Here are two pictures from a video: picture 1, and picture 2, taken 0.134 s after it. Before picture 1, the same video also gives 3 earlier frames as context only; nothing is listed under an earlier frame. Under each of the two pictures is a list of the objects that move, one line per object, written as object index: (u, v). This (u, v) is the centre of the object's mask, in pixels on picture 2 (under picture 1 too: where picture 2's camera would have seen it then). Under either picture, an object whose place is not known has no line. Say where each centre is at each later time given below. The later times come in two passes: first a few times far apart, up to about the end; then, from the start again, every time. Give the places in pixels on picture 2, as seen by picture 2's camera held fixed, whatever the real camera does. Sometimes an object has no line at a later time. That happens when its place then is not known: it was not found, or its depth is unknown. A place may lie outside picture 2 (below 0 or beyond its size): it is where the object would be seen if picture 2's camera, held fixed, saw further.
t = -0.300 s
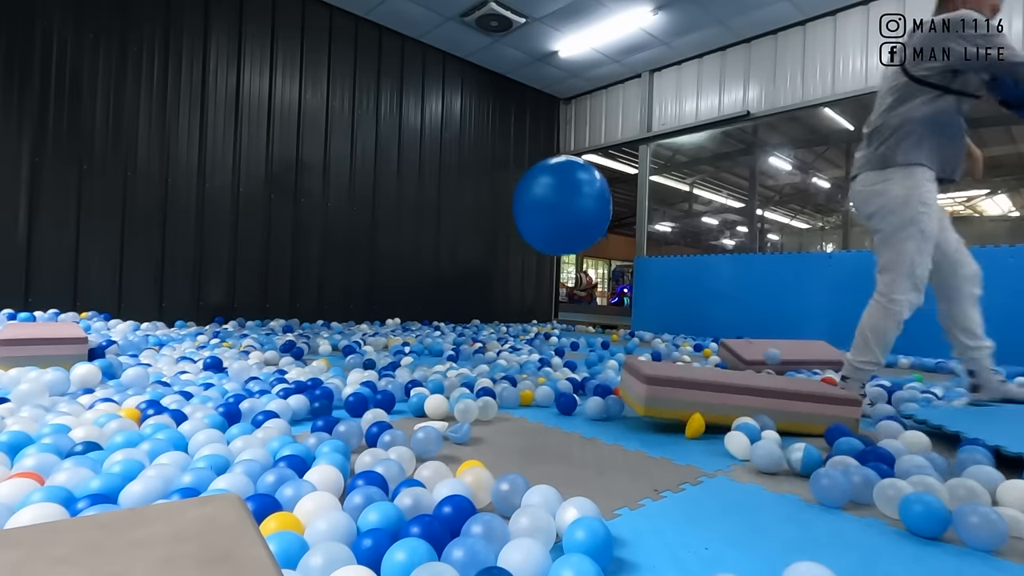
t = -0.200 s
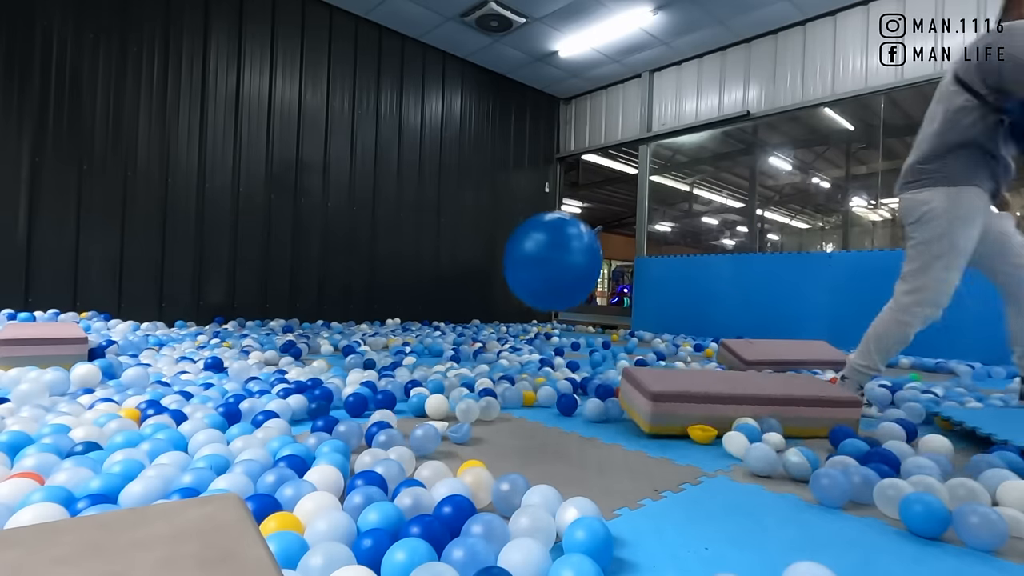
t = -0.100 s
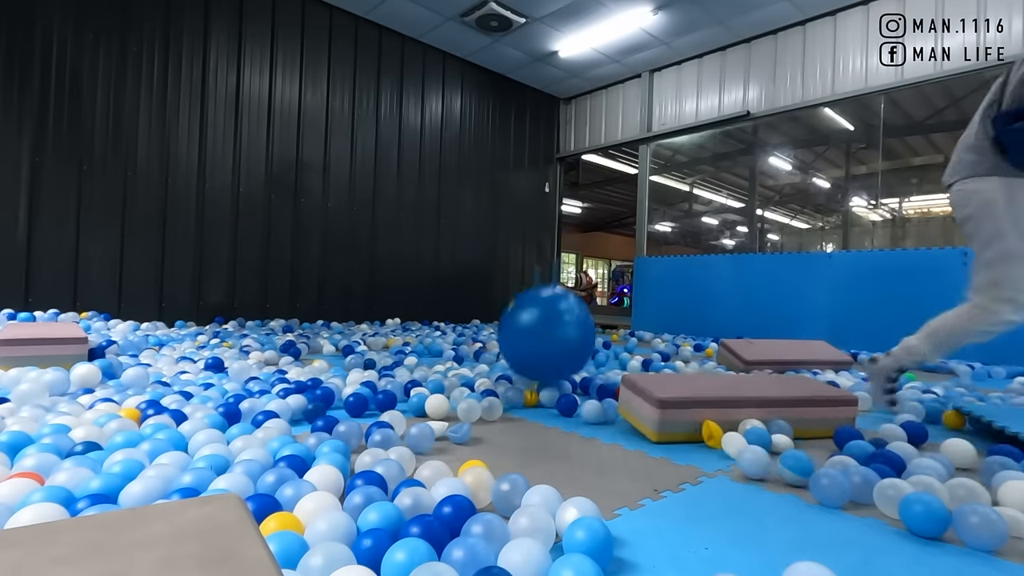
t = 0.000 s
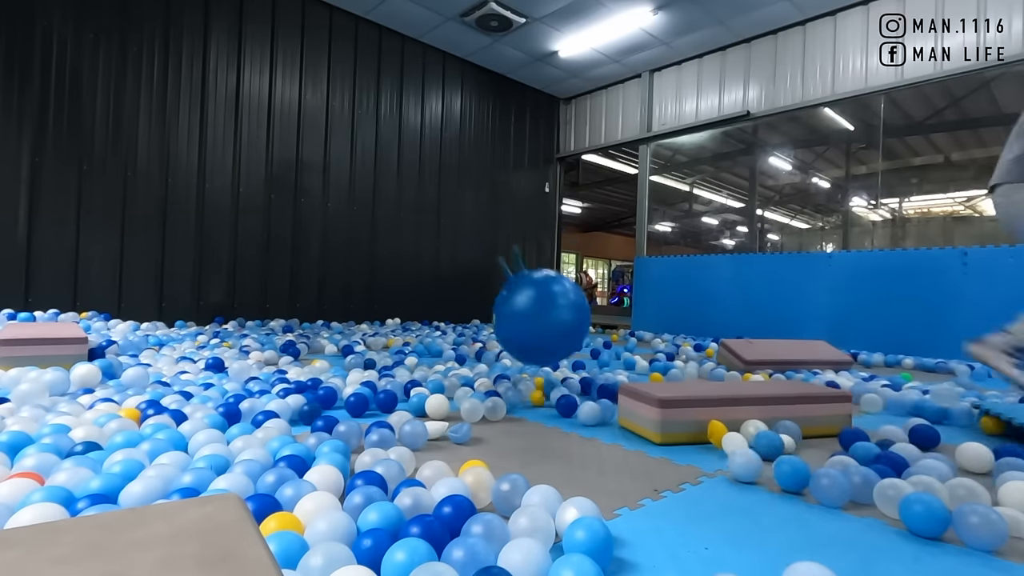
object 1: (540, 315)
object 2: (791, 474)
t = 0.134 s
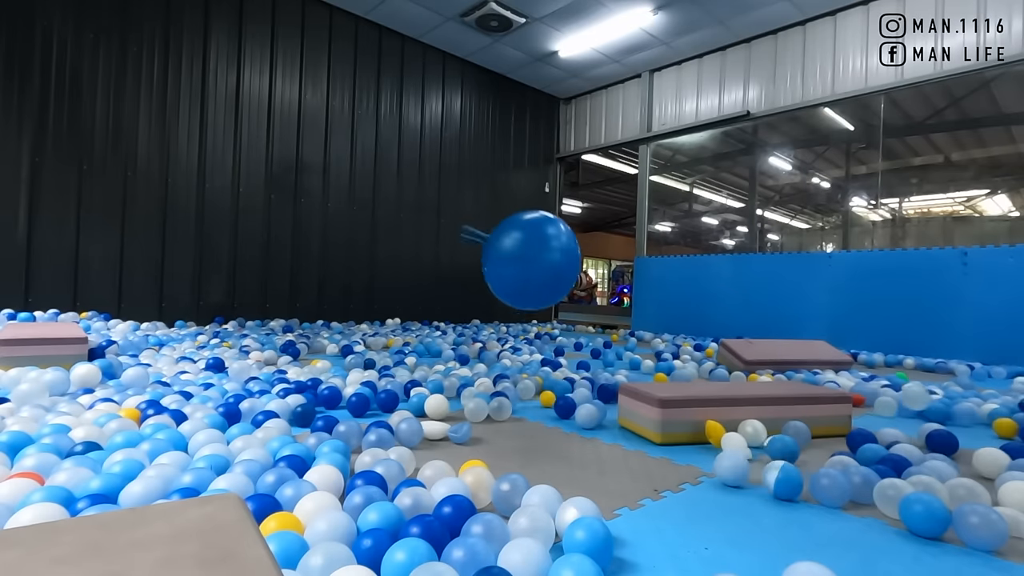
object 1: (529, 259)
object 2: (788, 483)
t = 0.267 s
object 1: (514, 240)
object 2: (774, 482)
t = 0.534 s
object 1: (469, 331)
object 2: (727, 495)
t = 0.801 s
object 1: (404, 308)
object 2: (677, 496)
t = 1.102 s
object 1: (334, 318)
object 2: (612, 494)
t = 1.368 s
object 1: (277, 326)
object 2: (573, 480)
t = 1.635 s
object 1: (254, 321)
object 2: (535, 468)
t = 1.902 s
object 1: (279, 329)
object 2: (527, 461)
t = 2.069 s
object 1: (286, 331)
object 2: (529, 454)
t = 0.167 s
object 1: (526, 251)
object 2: (786, 483)
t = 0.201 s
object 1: (523, 245)
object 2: (784, 484)
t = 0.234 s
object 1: (520, 241)
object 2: (780, 483)
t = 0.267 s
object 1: (514, 240)
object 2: (774, 482)
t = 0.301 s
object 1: (509, 242)
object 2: (767, 483)
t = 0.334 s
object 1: (504, 247)
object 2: (760, 484)
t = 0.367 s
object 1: (498, 254)
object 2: (753, 488)
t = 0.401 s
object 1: (494, 262)
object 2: (747, 490)
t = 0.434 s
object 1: (487, 276)
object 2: (742, 492)
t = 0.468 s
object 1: (482, 290)
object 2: (737, 493)
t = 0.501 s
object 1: (475, 309)
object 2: (732, 494)
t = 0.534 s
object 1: (469, 331)
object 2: (727, 495)
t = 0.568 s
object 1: (462, 353)
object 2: (722, 496)
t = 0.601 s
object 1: (454, 350)
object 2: (717, 497)
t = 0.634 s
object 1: (445, 336)
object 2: (712, 497)
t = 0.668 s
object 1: (437, 325)
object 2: (706, 498)
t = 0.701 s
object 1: (428, 317)
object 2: (700, 497)
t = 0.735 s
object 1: (420, 311)
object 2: (693, 497)
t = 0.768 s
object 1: (412, 308)
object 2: (685, 496)
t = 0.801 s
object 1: (404, 308)
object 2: (677, 496)
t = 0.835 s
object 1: (396, 310)
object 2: (668, 496)
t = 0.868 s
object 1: (388, 315)
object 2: (660, 495)
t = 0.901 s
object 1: (380, 323)
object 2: (652, 495)
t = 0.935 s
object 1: (372, 333)
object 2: (645, 496)
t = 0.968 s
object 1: (364, 342)
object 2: (638, 495)
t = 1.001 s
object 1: (356, 339)
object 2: (631, 496)
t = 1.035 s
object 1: (349, 330)
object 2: (624, 496)
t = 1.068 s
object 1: (341, 323)
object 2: (618, 495)
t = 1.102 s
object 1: (334, 318)
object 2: (612, 494)
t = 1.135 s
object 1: (326, 316)
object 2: (607, 492)
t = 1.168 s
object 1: (319, 317)
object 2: (603, 490)
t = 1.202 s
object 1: (311, 320)
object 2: (598, 488)
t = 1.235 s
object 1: (302, 325)
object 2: (593, 486)
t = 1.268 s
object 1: (294, 334)
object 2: (588, 484)
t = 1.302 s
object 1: (287, 340)
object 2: (583, 483)
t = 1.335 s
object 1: (282, 336)
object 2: (577, 482)
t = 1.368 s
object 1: (277, 326)
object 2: (573, 480)
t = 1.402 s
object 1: (272, 320)
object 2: (568, 479)
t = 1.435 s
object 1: (268, 317)
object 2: (564, 477)
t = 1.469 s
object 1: (263, 317)
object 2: (557, 474)
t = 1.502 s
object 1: (259, 319)
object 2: (552, 472)
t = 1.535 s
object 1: (255, 322)
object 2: (546, 470)
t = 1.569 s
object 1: (252, 323)
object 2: (542, 469)
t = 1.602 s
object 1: (252, 322)
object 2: (538, 468)
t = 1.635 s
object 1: (254, 321)
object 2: (535, 468)
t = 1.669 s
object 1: (257, 320)
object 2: (533, 467)
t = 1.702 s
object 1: (261, 322)
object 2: (531, 467)
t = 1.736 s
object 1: (265, 324)
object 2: (530, 466)
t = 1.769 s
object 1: (268, 327)
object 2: (529, 466)
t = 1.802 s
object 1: (272, 329)
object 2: (528, 464)
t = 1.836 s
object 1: (274, 329)
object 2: (528, 464)
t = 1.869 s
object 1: (277, 329)
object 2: (527, 462)
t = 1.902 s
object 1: (279, 329)
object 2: (527, 461)
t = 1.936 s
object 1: (280, 328)
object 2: (527, 460)
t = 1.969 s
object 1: (283, 333)
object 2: (527, 459)
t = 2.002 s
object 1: (284, 333)
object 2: (527, 458)
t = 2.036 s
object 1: (285, 332)
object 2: (528, 456)
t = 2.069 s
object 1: (286, 331)
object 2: (529, 454)
